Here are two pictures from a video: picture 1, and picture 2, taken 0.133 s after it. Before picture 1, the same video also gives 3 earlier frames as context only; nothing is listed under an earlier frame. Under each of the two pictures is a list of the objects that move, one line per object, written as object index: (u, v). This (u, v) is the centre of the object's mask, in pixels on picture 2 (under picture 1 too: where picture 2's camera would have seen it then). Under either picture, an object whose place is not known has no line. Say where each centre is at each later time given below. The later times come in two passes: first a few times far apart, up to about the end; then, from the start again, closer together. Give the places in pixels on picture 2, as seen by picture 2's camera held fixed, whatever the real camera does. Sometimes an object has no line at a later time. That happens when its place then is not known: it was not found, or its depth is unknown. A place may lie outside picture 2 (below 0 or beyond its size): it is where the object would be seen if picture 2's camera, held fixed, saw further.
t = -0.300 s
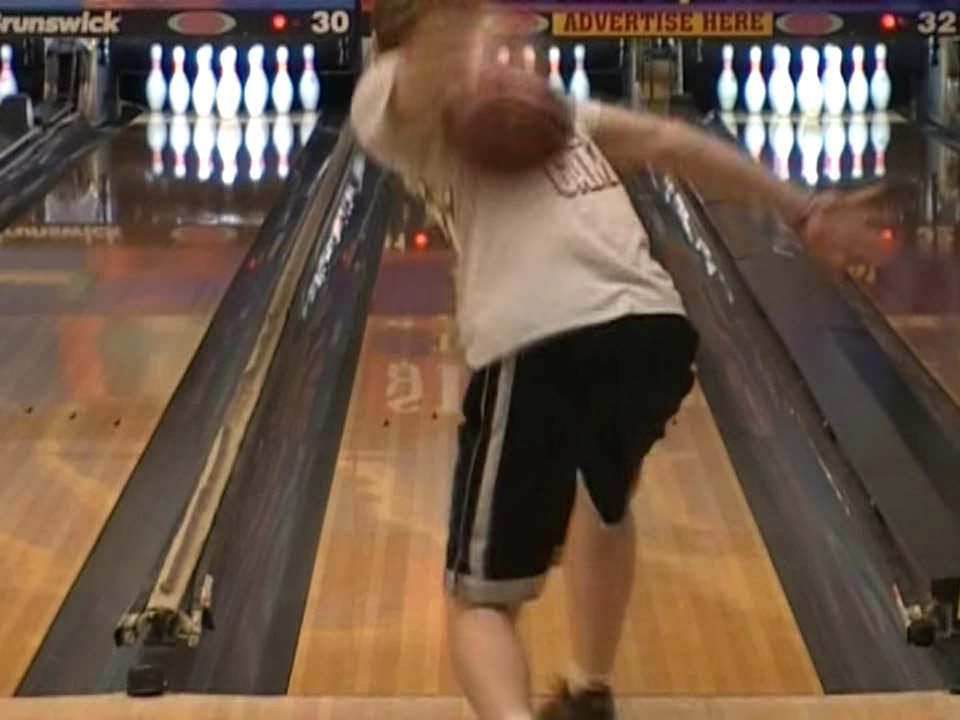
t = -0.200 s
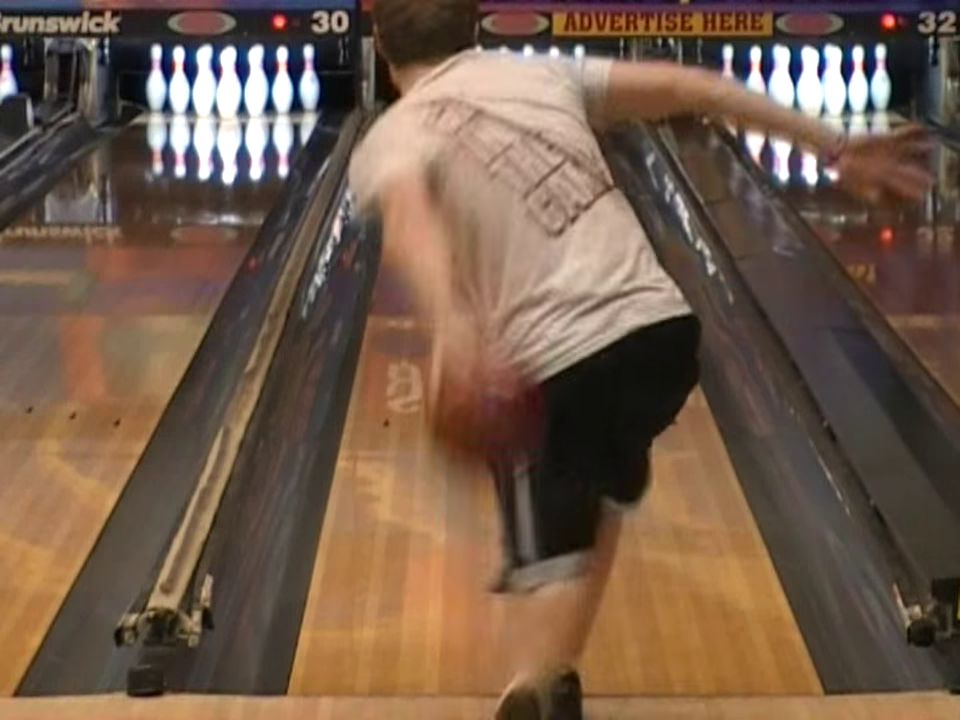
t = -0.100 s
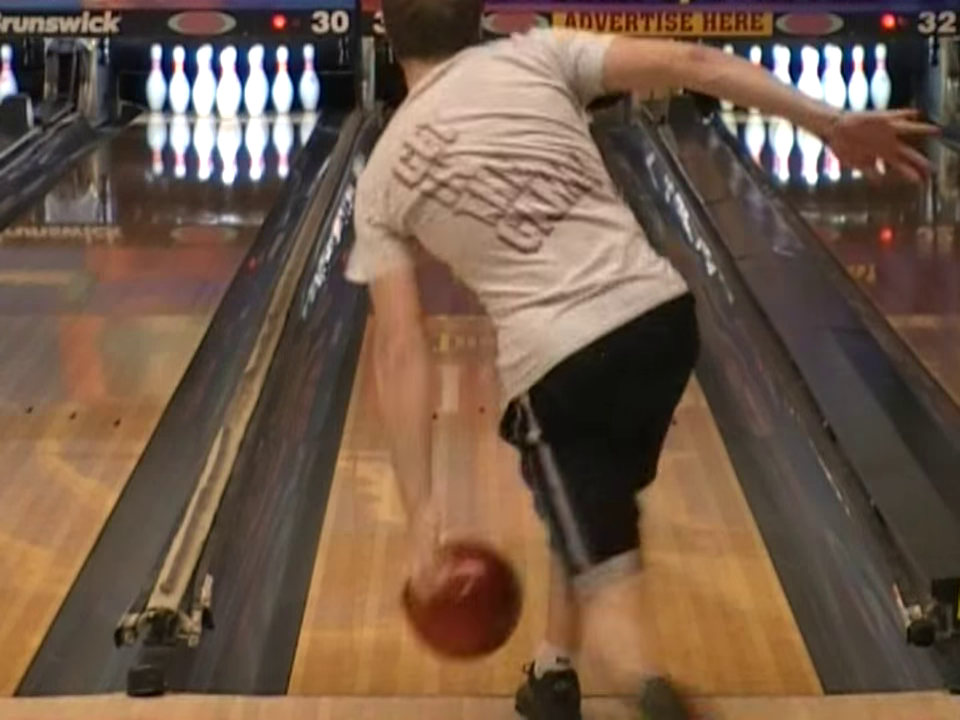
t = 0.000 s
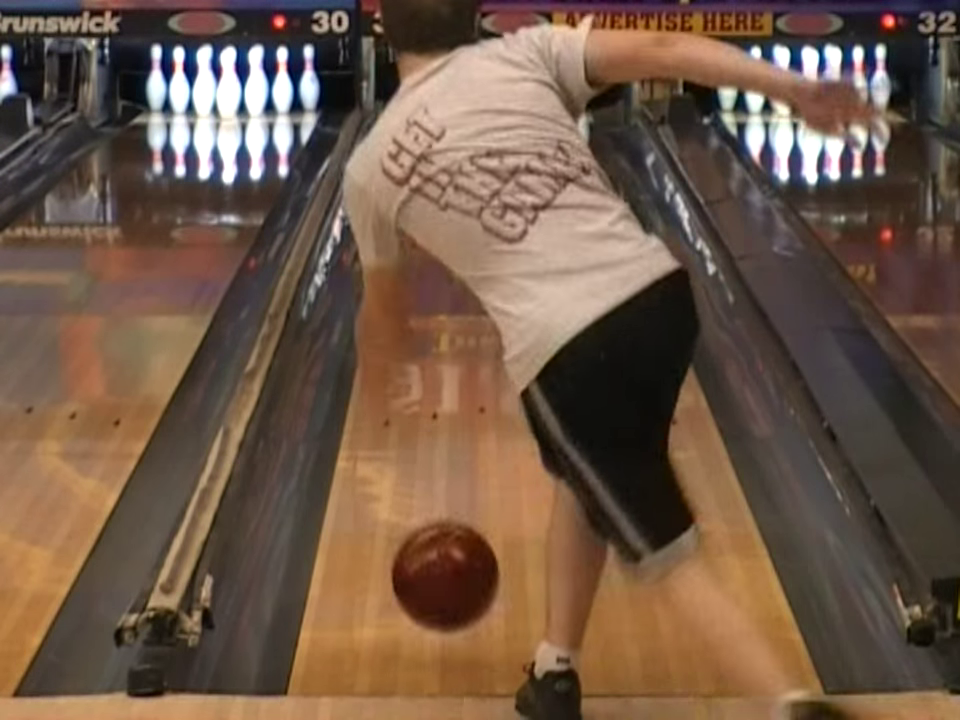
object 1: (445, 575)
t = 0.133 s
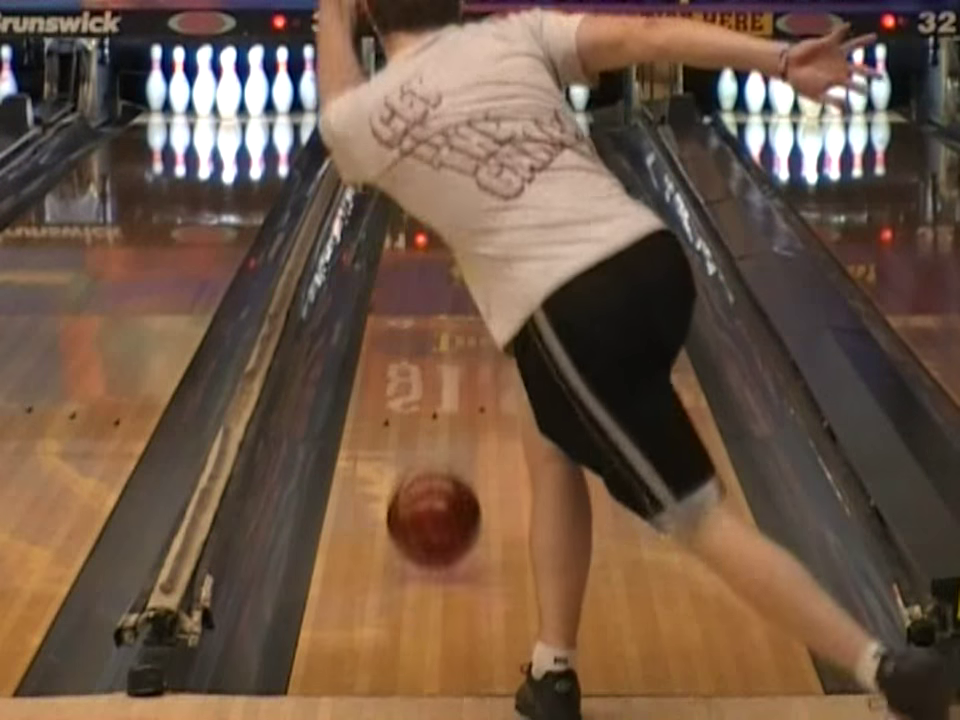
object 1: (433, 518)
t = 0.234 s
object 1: (426, 476)
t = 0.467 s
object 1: (414, 376)
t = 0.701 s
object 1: (390, 311)
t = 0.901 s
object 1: (406, 254)
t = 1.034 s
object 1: (407, 230)
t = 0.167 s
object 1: (431, 499)
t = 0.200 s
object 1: (429, 485)
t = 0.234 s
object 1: (426, 476)
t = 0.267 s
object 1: (425, 459)
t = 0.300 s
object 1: (422, 444)
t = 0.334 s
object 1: (420, 428)
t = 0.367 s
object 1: (419, 415)
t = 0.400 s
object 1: (417, 402)
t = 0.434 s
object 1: (416, 388)
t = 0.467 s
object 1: (414, 376)
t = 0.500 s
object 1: (413, 365)
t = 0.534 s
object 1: (411, 354)
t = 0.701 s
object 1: (390, 311)
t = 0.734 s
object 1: (398, 296)
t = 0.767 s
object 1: (405, 283)
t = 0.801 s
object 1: (406, 277)
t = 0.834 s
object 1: (406, 270)
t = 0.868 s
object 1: (406, 260)
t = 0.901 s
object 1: (406, 254)
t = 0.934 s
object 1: (406, 249)
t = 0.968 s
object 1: (407, 242)
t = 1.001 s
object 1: (407, 236)
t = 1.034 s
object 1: (407, 230)
